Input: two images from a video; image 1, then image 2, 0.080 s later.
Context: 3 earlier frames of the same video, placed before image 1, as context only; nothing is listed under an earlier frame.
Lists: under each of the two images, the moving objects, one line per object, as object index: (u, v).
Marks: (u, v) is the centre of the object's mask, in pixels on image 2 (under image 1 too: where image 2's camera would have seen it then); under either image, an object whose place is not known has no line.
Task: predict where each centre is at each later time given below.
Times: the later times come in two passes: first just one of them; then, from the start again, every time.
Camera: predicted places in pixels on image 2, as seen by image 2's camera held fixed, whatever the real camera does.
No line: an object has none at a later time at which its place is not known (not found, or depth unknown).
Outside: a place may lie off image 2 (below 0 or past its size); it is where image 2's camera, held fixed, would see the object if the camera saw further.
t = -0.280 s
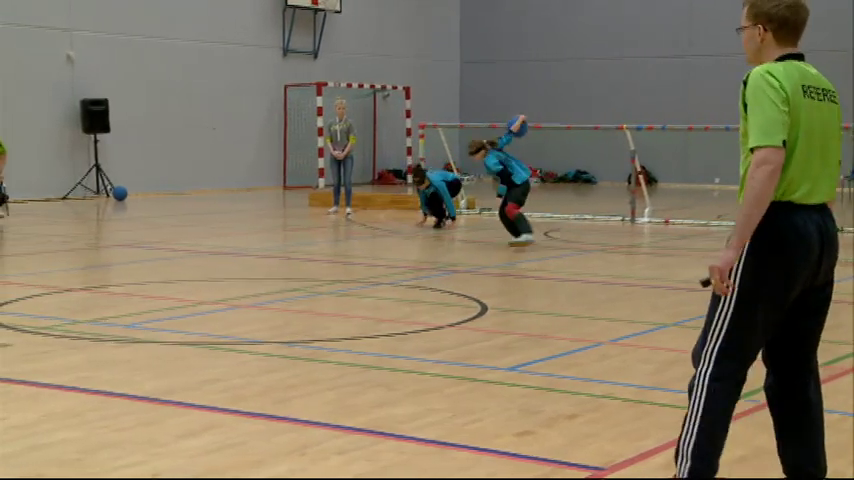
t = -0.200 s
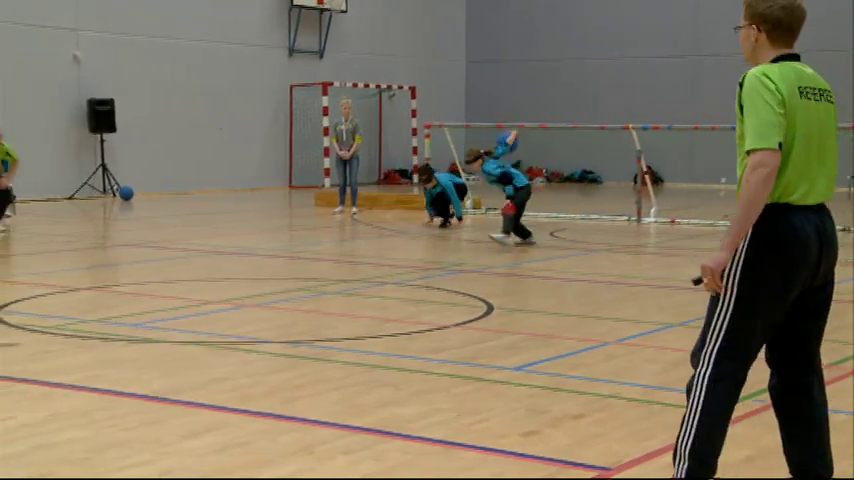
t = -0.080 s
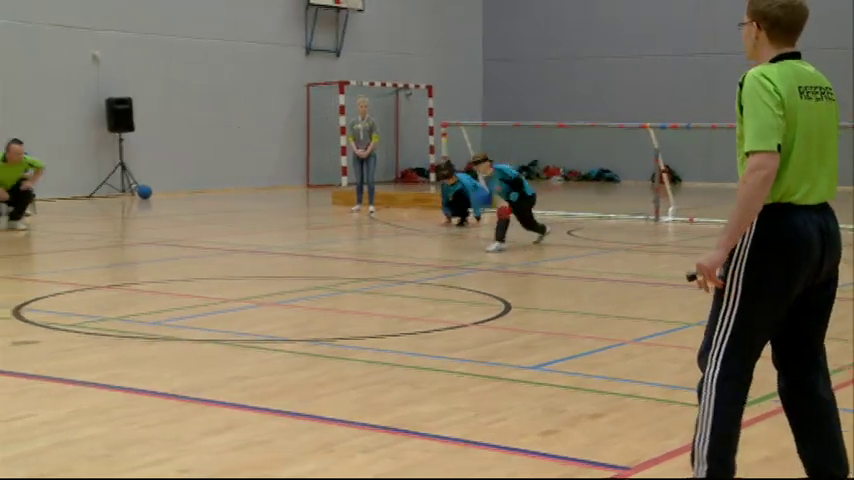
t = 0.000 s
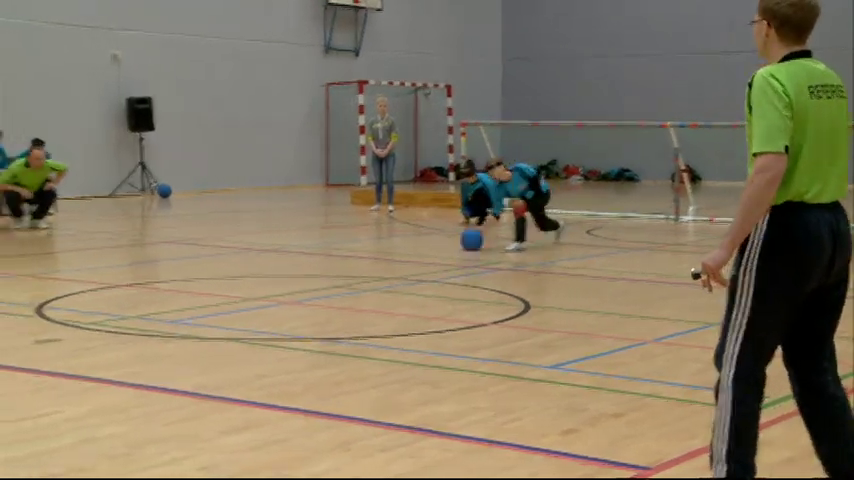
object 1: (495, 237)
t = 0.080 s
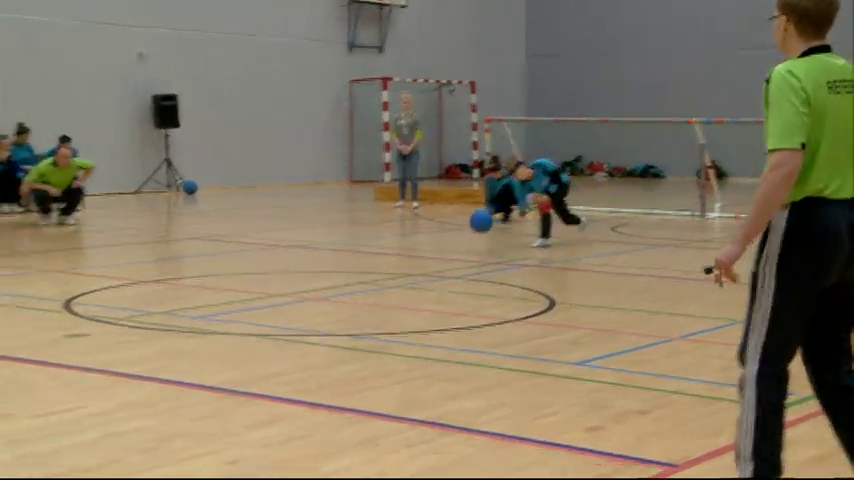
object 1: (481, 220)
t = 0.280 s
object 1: (444, 205)
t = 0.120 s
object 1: (474, 215)
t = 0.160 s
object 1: (467, 211)
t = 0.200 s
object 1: (461, 207)
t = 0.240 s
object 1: (453, 205)
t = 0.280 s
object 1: (444, 205)
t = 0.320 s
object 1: (435, 207)
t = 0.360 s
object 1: (425, 211)
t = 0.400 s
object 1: (413, 217)
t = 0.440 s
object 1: (402, 225)
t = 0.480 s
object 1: (389, 236)
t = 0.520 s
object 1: (377, 249)
